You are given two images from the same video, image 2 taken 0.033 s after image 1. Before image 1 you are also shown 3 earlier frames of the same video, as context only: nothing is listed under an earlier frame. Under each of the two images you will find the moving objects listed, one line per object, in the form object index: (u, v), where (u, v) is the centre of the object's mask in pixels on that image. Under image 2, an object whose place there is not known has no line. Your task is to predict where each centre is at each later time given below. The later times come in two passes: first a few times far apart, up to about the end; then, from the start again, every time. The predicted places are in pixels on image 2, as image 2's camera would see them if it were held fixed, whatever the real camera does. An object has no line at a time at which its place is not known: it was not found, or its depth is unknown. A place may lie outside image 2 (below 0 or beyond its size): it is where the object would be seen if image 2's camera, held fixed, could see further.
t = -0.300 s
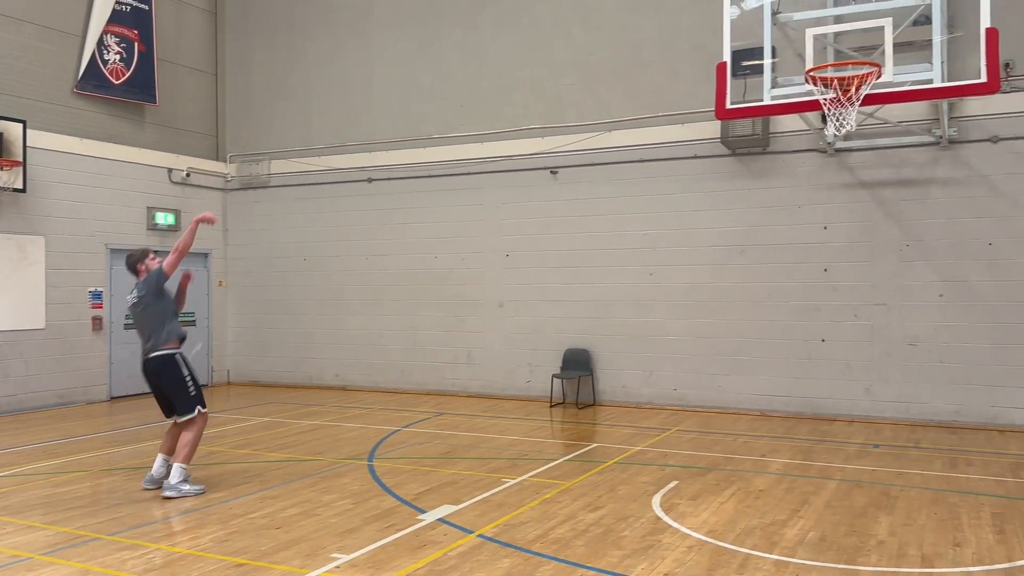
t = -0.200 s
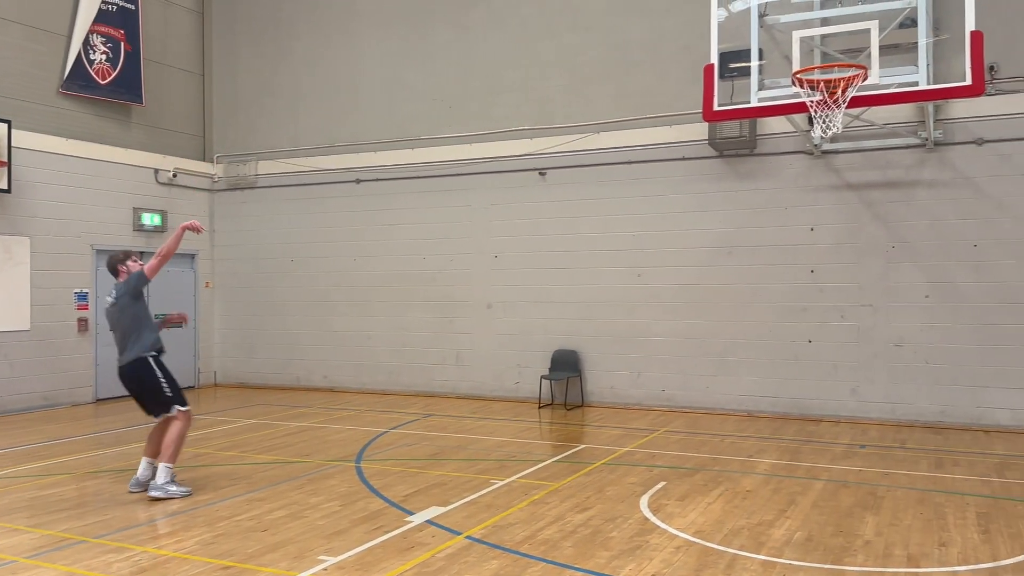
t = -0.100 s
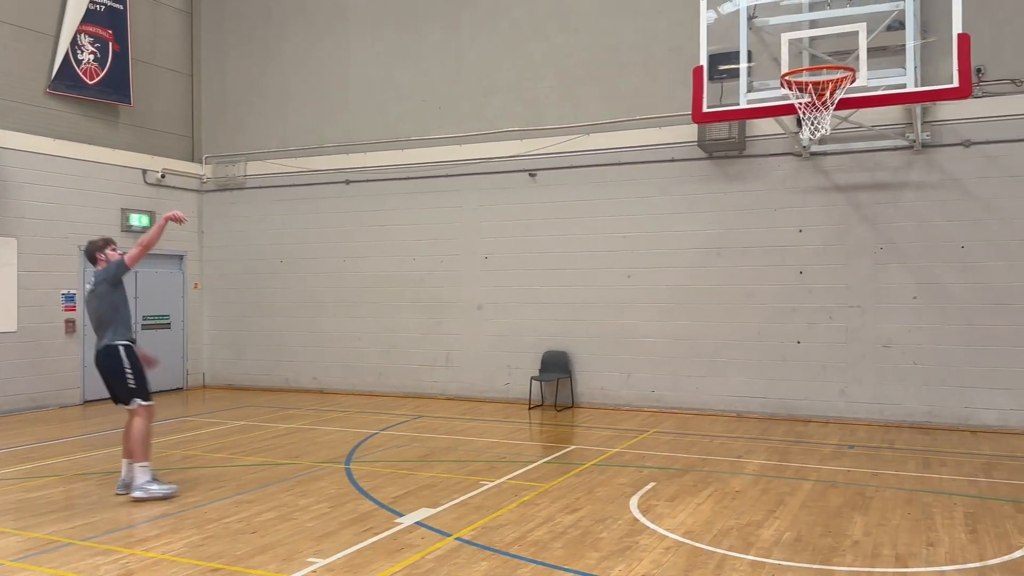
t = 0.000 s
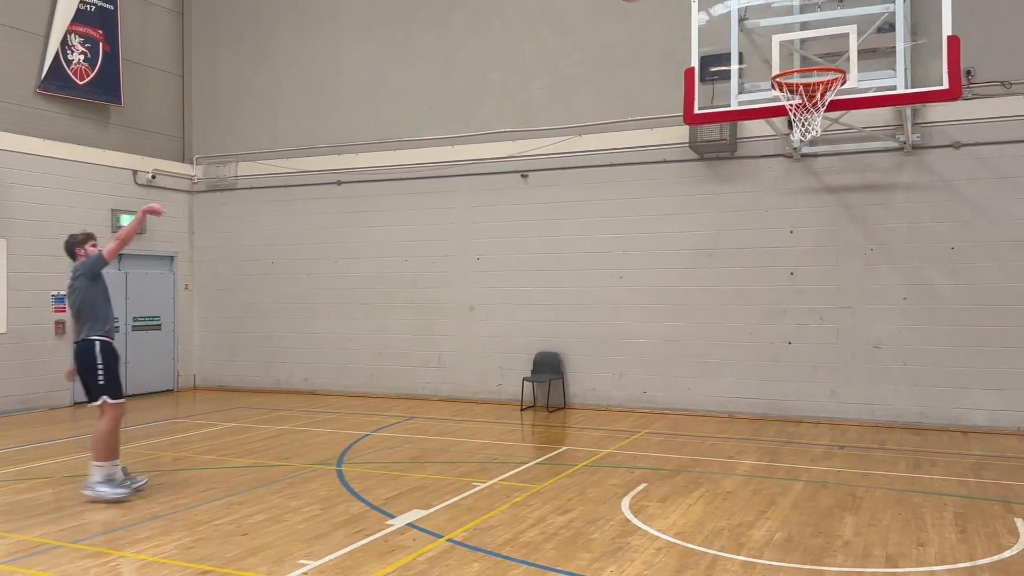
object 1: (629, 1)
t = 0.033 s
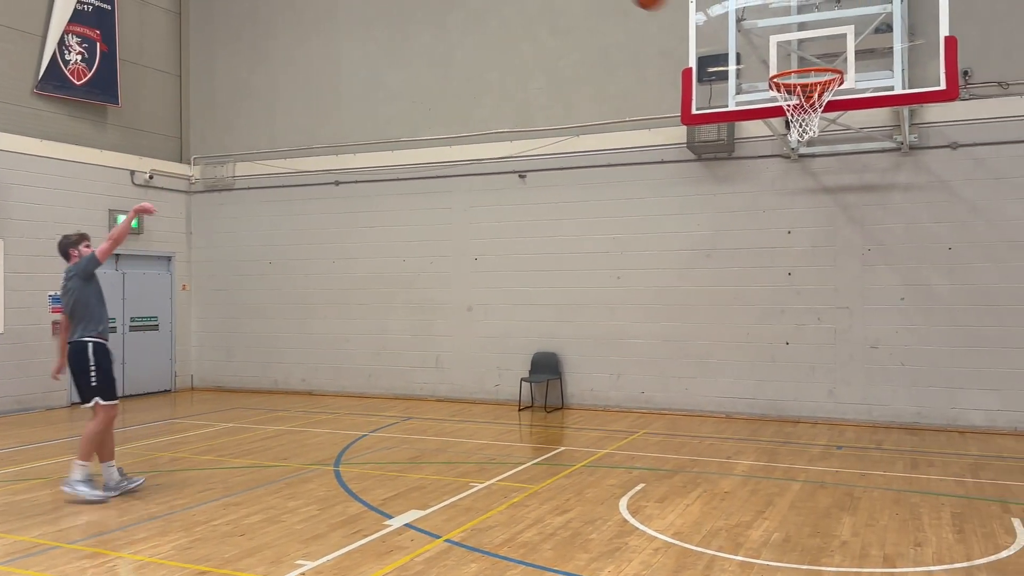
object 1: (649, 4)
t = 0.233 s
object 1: (797, 75)
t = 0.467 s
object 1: (799, 133)
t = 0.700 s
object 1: (755, 240)
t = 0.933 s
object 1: (712, 439)
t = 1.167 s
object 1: (660, 409)
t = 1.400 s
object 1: (612, 305)
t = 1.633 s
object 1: (564, 287)
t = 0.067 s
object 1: (672, 9)
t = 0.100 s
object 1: (696, 14)
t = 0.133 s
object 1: (720, 26)
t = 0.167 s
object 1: (747, 41)
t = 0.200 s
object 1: (769, 56)
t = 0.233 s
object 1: (797, 75)
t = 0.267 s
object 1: (818, 86)
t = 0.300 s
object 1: (820, 91)
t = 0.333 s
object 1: (819, 101)
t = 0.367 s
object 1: (814, 111)
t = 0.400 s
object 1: (810, 120)
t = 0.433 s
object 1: (805, 125)
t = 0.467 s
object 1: (799, 133)
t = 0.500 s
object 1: (793, 143)
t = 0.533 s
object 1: (787, 155)
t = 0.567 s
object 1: (780, 169)
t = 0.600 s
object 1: (774, 184)
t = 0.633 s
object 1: (767, 201)
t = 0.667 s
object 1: (761, 220)
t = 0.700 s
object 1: (755, 240)
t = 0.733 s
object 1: (748, 263)
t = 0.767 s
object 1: (742, 288)
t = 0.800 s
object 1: (736, 314)
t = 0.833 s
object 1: (730, 342)
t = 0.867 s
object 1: (724, 373)
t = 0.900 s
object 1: (717, 403)
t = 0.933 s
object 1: (712, 439)
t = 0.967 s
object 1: (704, 477)
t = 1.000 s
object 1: (697, 514)
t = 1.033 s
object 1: (690, 507)
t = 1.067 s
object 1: (681, 481)
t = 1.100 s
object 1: (672, 455)
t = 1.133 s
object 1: (666, 432)
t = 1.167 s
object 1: (660, 409)
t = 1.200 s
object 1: (652, 388)
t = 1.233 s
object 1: (645, 371)
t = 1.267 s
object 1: (638, 354)
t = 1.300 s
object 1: (631, 339)
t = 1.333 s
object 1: (624, 326)
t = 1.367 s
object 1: (618, 315)
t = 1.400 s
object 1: (612, 305)
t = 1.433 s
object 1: (605, 298)
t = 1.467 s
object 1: (598, 292)
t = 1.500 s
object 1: (591, 287)
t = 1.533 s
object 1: (585, 285)
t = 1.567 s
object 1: (578, 284)
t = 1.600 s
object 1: (571, 285)
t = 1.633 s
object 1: (564, 287)
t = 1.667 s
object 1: (557, 291)
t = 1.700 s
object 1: (551, 297)
